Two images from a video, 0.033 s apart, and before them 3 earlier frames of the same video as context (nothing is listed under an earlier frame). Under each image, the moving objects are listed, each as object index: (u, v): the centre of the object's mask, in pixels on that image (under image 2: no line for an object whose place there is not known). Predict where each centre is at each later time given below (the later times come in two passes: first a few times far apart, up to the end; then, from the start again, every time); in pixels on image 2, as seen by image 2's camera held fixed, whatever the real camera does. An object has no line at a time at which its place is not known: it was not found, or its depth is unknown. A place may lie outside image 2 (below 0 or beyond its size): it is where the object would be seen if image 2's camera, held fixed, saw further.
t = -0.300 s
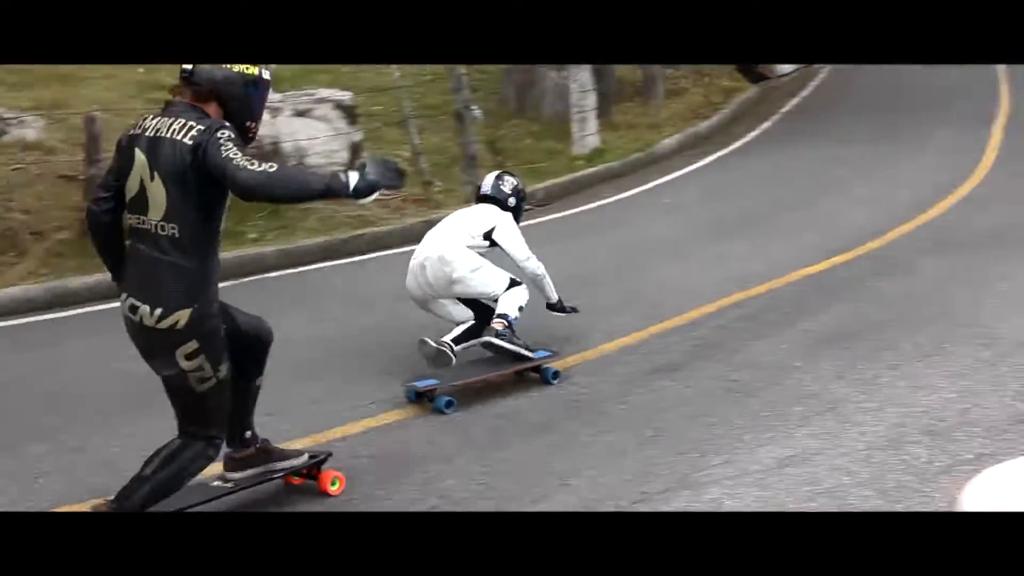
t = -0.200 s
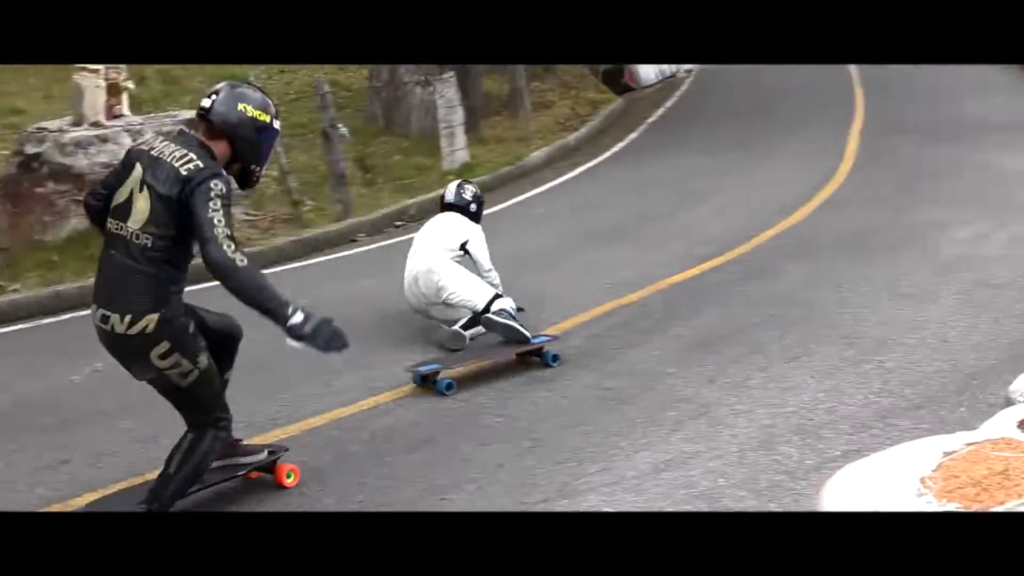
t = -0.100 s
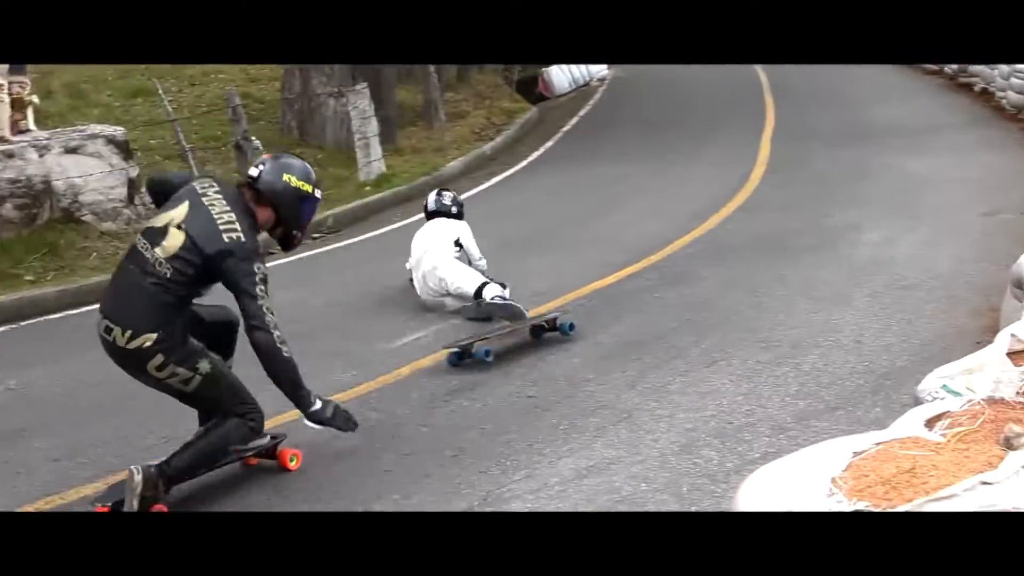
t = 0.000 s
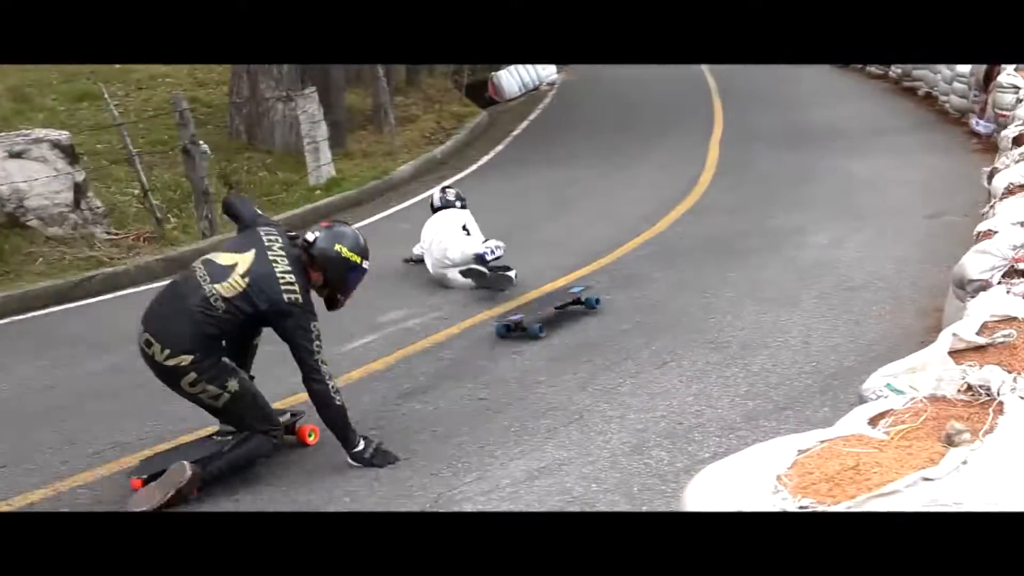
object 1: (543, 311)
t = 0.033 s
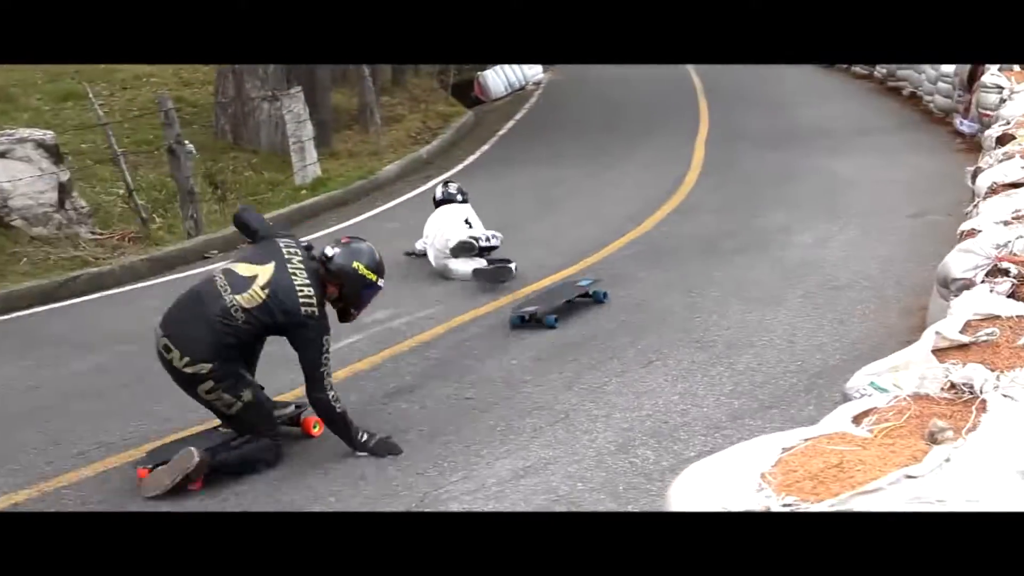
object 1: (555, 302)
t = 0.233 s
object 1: (660, 256)
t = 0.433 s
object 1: (714, 221)
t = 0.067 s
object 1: (576, 292)
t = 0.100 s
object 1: (596, 285)
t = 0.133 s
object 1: (614, 276)
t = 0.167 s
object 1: (630, 269)
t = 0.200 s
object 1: (646, 263)
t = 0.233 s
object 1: (660, 256)
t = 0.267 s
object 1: (672, 249)
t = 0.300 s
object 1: (683, 243)
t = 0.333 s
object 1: (692, 237)
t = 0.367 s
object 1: (701, 231)
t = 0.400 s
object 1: (708, 226)
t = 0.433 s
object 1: (714, 221)
